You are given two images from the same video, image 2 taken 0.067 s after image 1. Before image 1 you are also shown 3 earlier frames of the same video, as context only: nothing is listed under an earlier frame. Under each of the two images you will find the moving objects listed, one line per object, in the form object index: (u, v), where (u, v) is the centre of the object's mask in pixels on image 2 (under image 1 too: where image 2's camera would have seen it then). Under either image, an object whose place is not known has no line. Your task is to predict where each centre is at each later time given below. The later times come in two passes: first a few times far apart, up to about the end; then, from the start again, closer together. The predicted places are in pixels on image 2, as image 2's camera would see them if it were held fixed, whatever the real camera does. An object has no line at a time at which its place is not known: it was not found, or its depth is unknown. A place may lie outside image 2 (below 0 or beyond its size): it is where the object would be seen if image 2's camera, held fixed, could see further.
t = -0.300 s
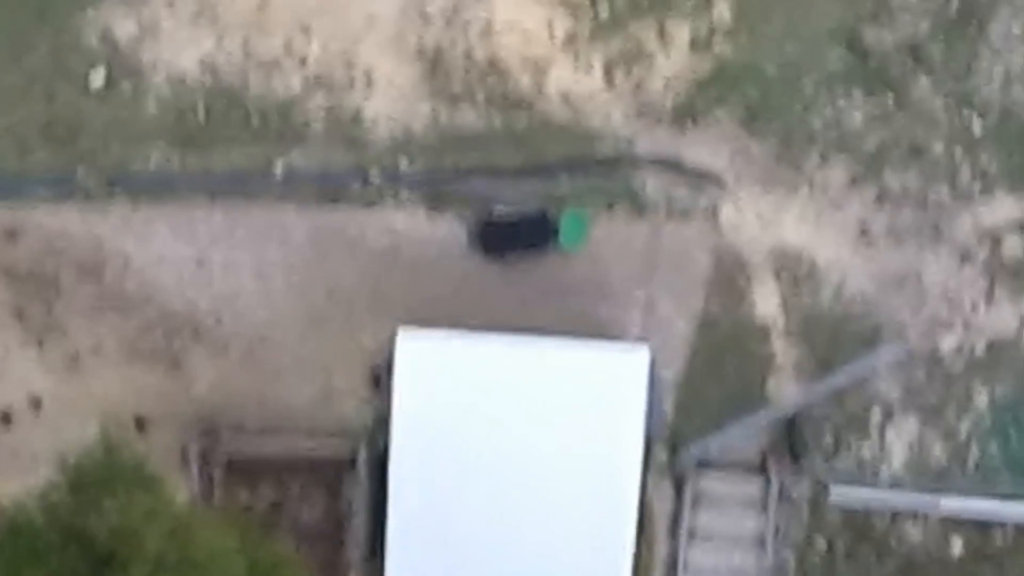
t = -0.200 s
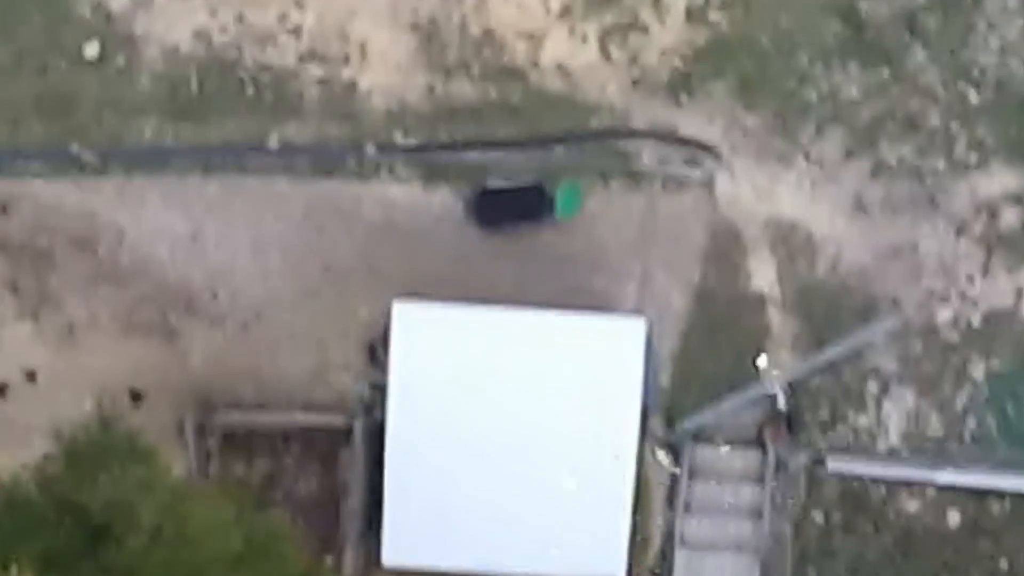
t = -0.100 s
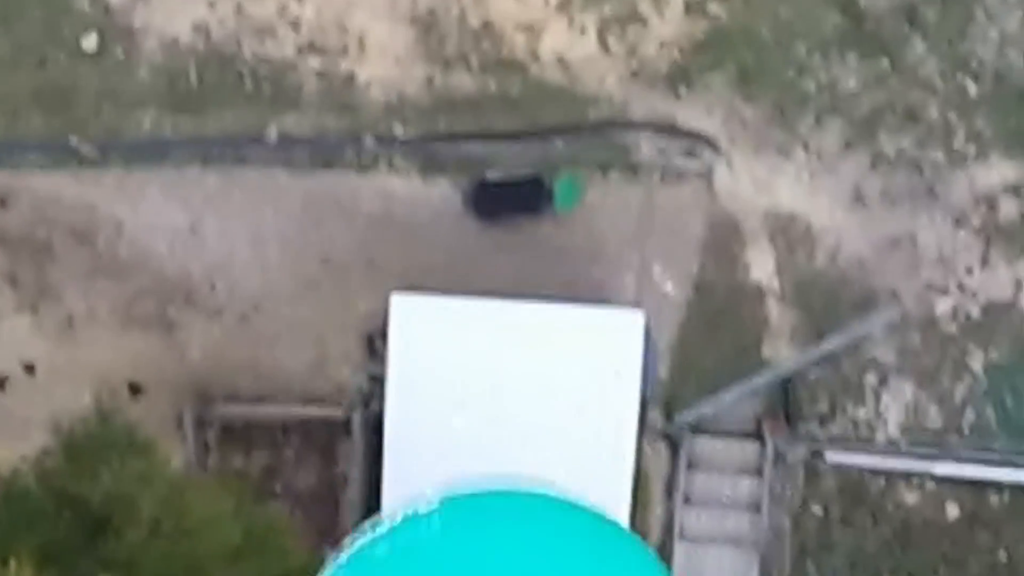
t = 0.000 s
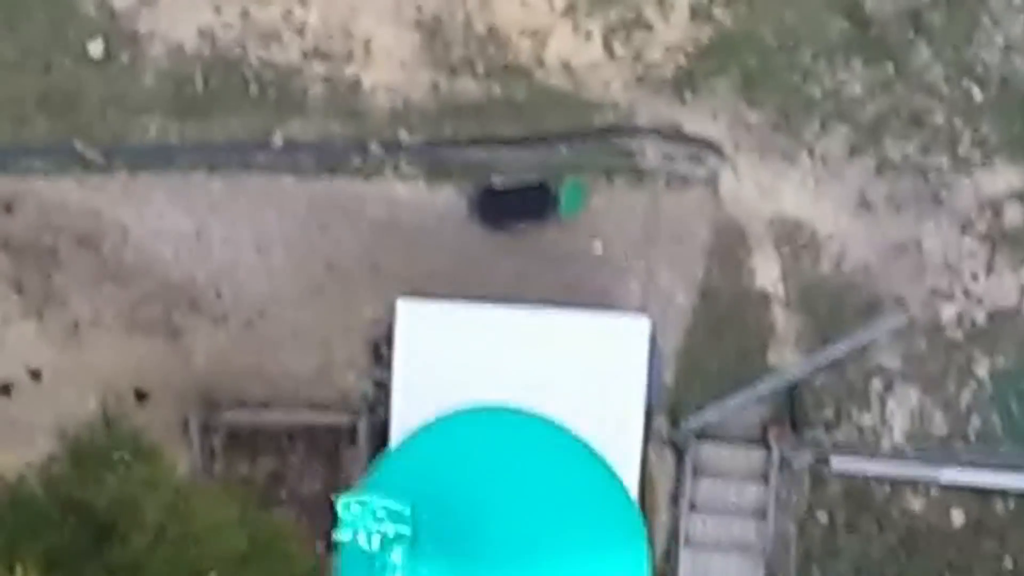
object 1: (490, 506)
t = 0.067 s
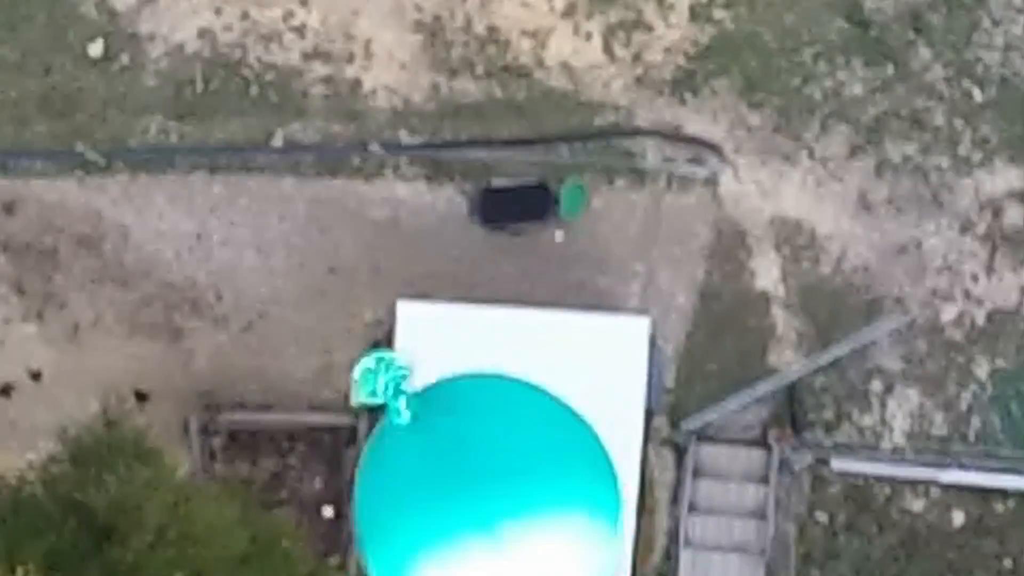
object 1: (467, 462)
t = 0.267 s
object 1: (471, 376)
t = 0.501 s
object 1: (476, 320)
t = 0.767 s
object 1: (472, 299)
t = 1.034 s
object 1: (473, 293)
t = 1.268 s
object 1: (471, 290)
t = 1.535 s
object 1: (469, 288)
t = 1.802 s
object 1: (469, 292)
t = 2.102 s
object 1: (468, 296)
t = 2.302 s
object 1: (466, 296)
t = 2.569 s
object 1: (464, 296)
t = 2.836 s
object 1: (465, 299)
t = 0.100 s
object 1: (464, 441)
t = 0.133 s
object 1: (466, 420)
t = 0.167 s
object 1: (474, 427)
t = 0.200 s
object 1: (469, 397)
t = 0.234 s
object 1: (470, 387)
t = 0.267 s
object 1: (471, 376)
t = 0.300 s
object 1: (472, 365)
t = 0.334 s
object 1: (473, 355)
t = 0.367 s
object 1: (474, 347)
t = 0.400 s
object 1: (475, 341)
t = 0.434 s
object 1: (475, 332)
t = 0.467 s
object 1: (476, 325)
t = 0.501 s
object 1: (476, 320)
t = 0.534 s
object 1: (477, 316)
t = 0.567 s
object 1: (477, 311)
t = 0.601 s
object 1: (476, 309)
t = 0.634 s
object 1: (476, 305)
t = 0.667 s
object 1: (475, 302)
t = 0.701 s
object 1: (474, 300)
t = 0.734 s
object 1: (473, 299)
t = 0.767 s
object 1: (472, 299)
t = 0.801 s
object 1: (472, 299)
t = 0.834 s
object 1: (471, 298)
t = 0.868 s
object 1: (471, 296)
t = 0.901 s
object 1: (471, 296)
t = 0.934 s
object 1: (471, 294)
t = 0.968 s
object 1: (472, 294)
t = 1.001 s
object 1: (472, 293)
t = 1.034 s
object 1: (473, 293)
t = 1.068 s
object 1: (473, 291)
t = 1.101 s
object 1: (472, 291)
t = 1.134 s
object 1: (472, 291)
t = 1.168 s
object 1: (472, 291)
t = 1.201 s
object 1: (472, 290)
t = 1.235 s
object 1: (471, 290)
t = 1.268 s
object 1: (471, 290)
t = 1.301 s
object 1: (471, 289)
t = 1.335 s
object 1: (470, 289)
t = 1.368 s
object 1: (470, 289)
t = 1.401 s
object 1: (470, 290)
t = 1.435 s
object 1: (469, 289)
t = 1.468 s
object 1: (469, 289)
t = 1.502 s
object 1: (470, 290)
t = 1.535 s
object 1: (469, 288)
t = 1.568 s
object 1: (469, 288)
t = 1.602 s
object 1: (470, 289)
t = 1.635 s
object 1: (469, 288)
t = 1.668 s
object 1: (470, 288)
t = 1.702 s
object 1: (470, 290)
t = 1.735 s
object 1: (470, 291)
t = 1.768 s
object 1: (469, 291)
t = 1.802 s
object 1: (469, 292)
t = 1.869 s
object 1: (469, 293)
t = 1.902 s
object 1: (468, 294)
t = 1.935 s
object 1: (468, 295)
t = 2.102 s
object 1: (468, 296)
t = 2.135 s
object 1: (468, 296)
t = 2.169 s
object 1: (466, 297)
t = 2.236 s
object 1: (465, 295)
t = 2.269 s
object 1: (467, 297)
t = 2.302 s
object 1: (466, 296)
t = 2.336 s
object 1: (466, 296)
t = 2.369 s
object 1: (465, 297)
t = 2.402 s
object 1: (465, 297)
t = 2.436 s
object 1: (465, 298)
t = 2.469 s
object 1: (464, 298)
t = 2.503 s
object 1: (464, 298)
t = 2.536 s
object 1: (464, 298)
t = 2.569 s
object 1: (464, 296)
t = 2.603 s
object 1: (465, 297)
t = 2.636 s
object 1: (465, 296)
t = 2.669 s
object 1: (463, 296)
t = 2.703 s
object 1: (464, 299)
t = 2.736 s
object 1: (466, 299)
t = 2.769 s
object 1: (464, 299)
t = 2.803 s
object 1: (465, 300)
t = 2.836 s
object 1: (465, 299)
